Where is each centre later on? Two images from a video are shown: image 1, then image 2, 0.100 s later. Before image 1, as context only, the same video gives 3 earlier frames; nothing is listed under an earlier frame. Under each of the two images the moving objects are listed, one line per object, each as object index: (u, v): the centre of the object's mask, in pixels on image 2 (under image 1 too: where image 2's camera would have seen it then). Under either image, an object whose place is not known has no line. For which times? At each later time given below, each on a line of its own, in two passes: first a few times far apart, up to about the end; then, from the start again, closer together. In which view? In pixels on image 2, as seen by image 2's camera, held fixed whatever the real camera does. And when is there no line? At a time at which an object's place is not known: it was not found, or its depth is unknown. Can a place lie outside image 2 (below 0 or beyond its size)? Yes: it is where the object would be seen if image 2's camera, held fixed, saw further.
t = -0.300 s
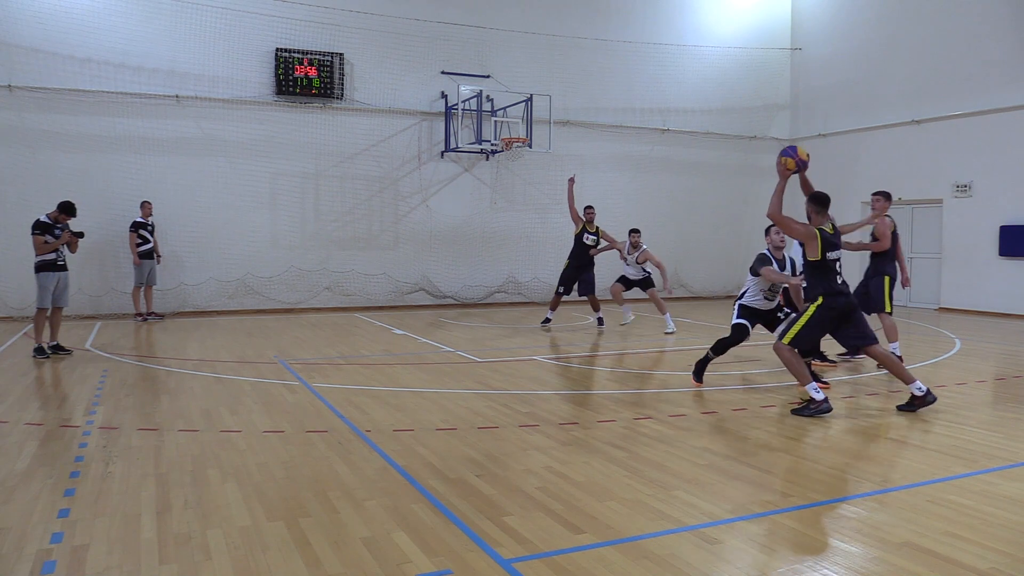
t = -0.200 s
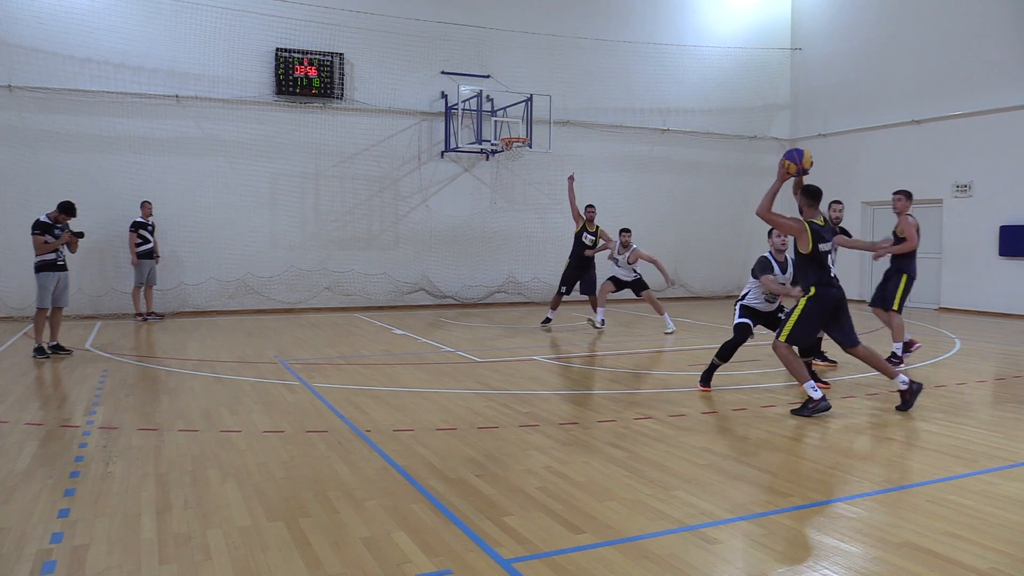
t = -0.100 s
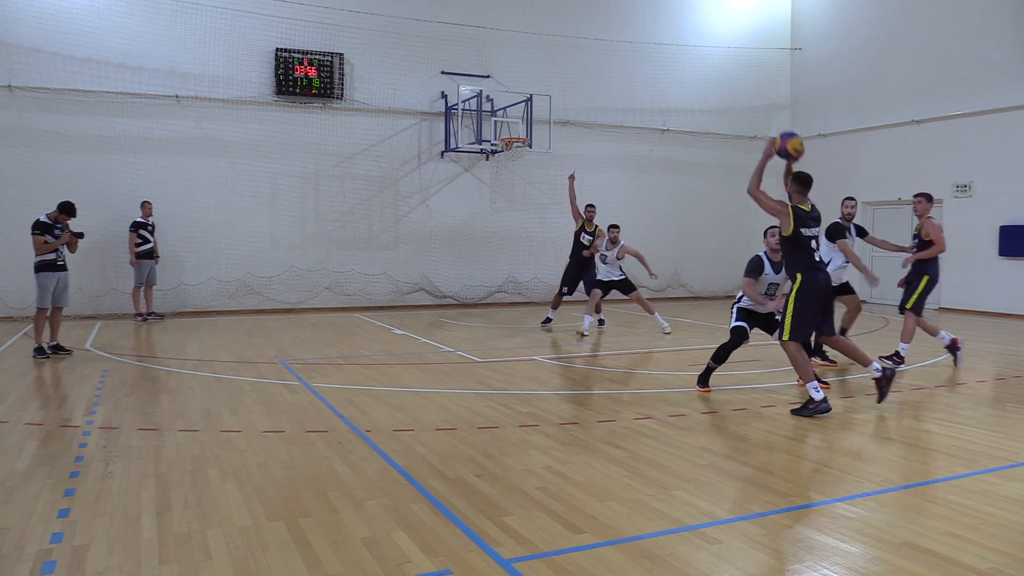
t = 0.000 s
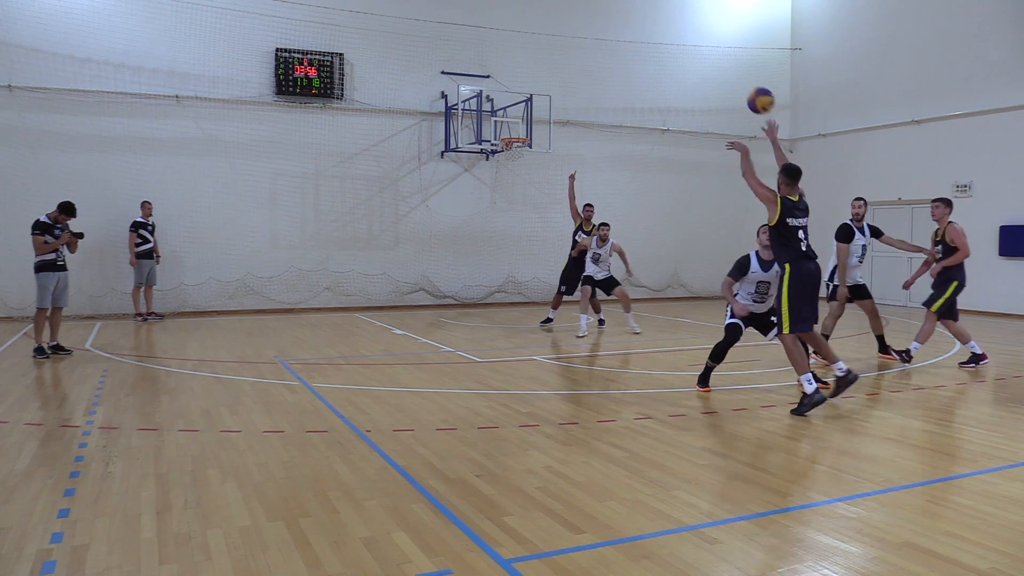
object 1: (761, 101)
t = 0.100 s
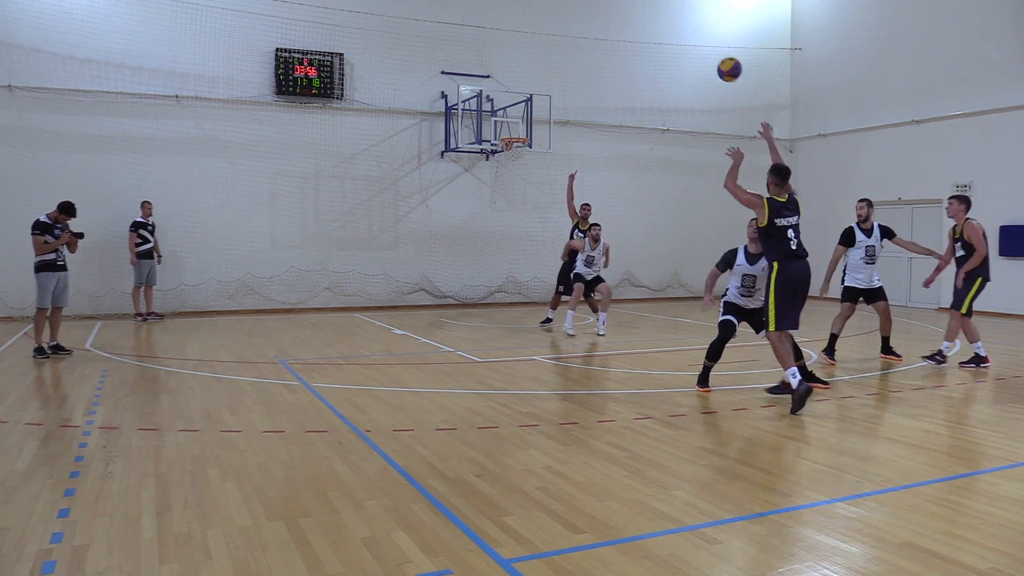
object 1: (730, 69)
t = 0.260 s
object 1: (689, 49)
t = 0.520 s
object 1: (641, 65)
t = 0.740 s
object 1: (611, 108)
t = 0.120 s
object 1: (724, 65)
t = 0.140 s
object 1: (718, 61)
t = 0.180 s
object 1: (708, 55)
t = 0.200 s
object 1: (703, 53)
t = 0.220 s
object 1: (699, 51)
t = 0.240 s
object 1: (694, 50)
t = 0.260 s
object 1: (689, 49)
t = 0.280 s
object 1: (685, 48)
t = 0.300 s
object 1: (681, 48)
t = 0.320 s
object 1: (677, 48)
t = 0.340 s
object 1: (673, 48)
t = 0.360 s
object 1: (669, 49)
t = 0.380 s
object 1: (665, 50)
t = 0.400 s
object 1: (661, 51)
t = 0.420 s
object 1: (658, 53)
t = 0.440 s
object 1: (654, 55)
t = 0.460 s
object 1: (651, 57)
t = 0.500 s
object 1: (644, 62)
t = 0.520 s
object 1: (641, 65)
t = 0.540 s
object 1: (638, 67)
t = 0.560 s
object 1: (635, 71)
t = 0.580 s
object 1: (632, 74)
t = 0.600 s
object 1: (629, 77)
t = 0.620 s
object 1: (627, 81)
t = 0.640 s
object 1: (624, 85)
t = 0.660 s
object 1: (621, 89)
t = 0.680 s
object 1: (619, 94)
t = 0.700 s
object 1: (616, 98)
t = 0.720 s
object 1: (614, 103)
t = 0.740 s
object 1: (611, 108)
